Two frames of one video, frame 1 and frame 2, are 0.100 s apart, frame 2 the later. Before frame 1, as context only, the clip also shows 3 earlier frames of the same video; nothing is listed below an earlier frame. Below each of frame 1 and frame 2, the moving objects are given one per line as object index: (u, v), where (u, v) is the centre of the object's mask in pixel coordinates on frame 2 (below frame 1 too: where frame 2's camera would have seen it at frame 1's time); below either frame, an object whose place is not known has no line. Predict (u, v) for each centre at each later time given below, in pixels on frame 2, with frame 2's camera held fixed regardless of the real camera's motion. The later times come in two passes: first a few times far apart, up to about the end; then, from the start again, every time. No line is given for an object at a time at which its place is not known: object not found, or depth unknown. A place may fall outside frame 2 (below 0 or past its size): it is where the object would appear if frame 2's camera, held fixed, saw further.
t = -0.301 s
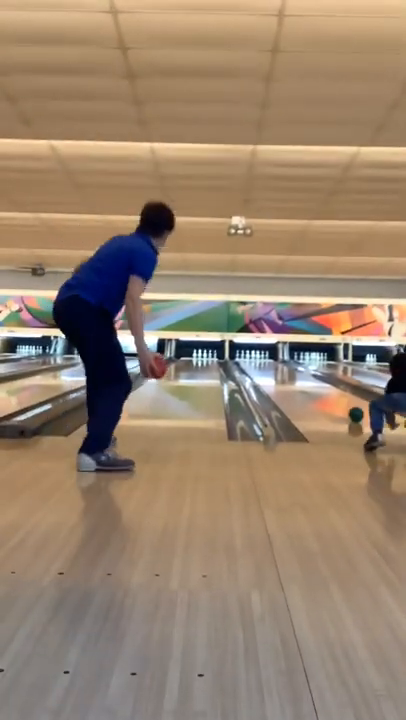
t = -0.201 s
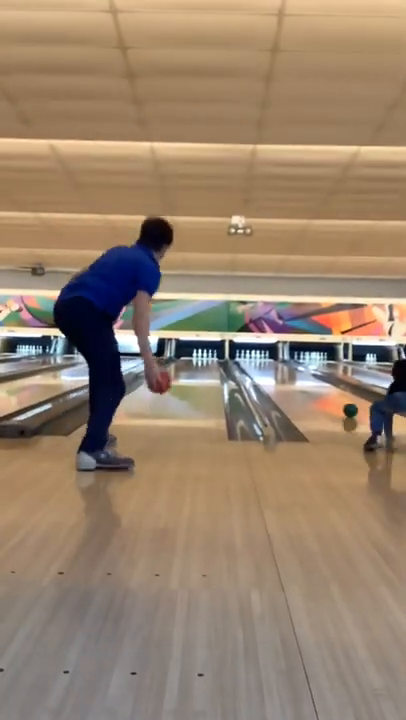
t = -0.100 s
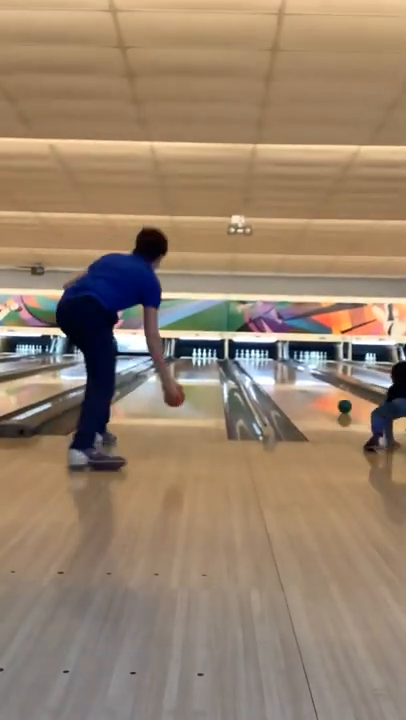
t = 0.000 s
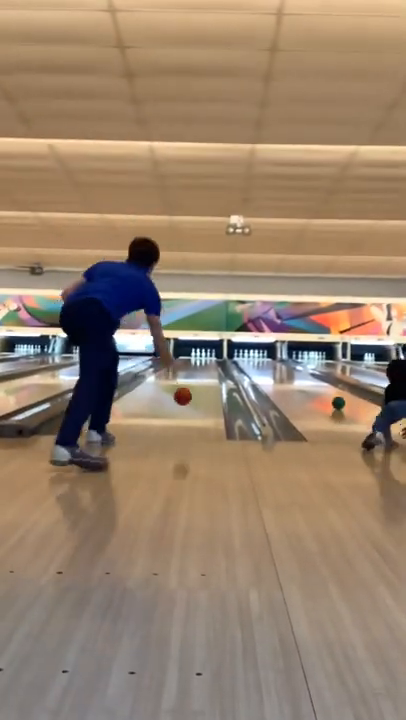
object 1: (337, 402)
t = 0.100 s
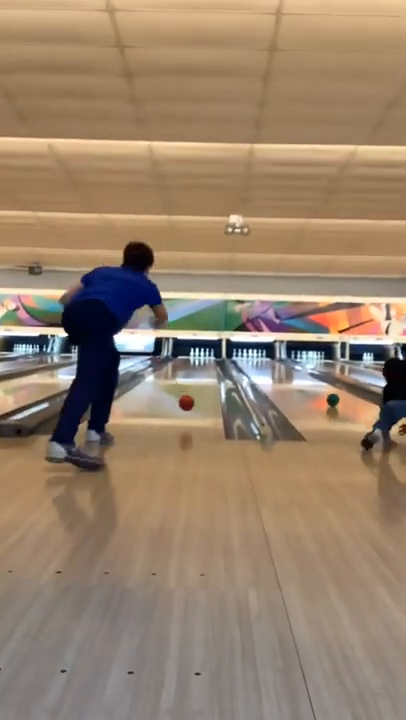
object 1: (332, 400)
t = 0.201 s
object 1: (328, 397)
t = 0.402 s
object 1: (322, 393)
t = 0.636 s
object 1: (315, 388)
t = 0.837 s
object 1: (311, 385)
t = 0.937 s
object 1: (308, 383)
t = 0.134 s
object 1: (331, 399)
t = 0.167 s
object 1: (330, 398)
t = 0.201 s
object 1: (328, 397)
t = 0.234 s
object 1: (327, 396)
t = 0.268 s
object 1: (326, 396)
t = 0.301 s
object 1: (325, 394)
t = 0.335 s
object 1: (324, 394)
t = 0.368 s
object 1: (323, 393)
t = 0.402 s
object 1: (322, 393)
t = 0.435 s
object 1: (321, 391)
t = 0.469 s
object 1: (320, 391)
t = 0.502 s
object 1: (319, 391)
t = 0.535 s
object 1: (318, 390)
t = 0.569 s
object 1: (317, 389)
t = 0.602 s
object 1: (316, 389)
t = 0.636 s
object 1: (315, 388)
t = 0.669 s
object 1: (314, 387)
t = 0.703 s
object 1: (314, 387)
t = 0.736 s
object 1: (313, 386)
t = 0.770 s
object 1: (312, 386)
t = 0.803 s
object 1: (311, 385)
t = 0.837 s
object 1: (311, 385)
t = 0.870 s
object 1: (310, 384)
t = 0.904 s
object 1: (309, 384)
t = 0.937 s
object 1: (308, 383)
